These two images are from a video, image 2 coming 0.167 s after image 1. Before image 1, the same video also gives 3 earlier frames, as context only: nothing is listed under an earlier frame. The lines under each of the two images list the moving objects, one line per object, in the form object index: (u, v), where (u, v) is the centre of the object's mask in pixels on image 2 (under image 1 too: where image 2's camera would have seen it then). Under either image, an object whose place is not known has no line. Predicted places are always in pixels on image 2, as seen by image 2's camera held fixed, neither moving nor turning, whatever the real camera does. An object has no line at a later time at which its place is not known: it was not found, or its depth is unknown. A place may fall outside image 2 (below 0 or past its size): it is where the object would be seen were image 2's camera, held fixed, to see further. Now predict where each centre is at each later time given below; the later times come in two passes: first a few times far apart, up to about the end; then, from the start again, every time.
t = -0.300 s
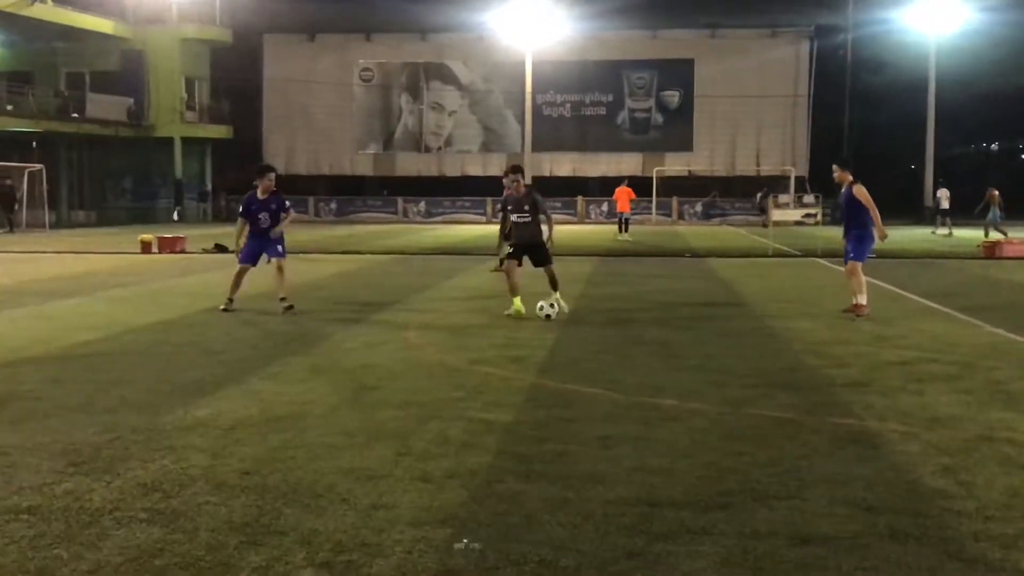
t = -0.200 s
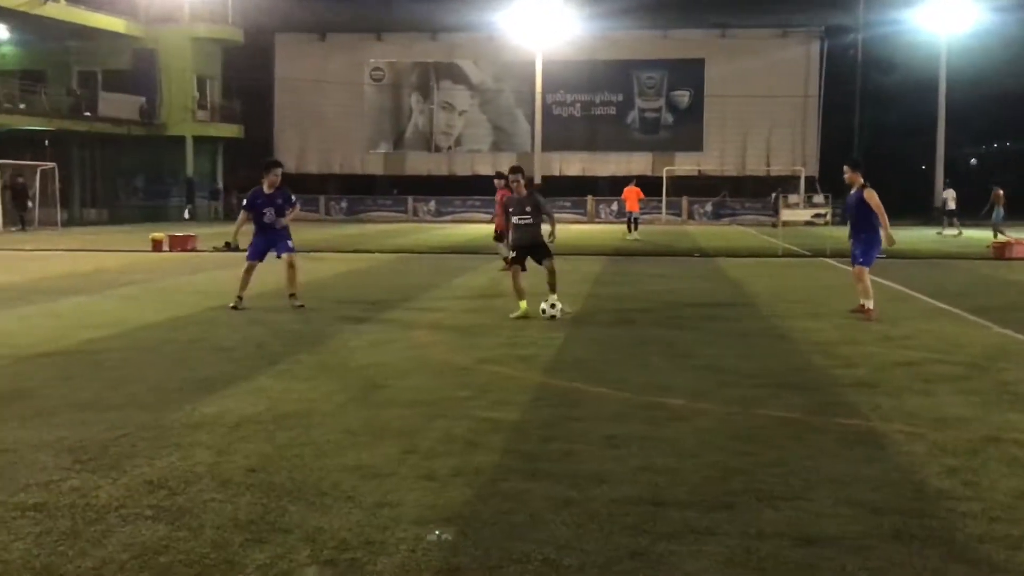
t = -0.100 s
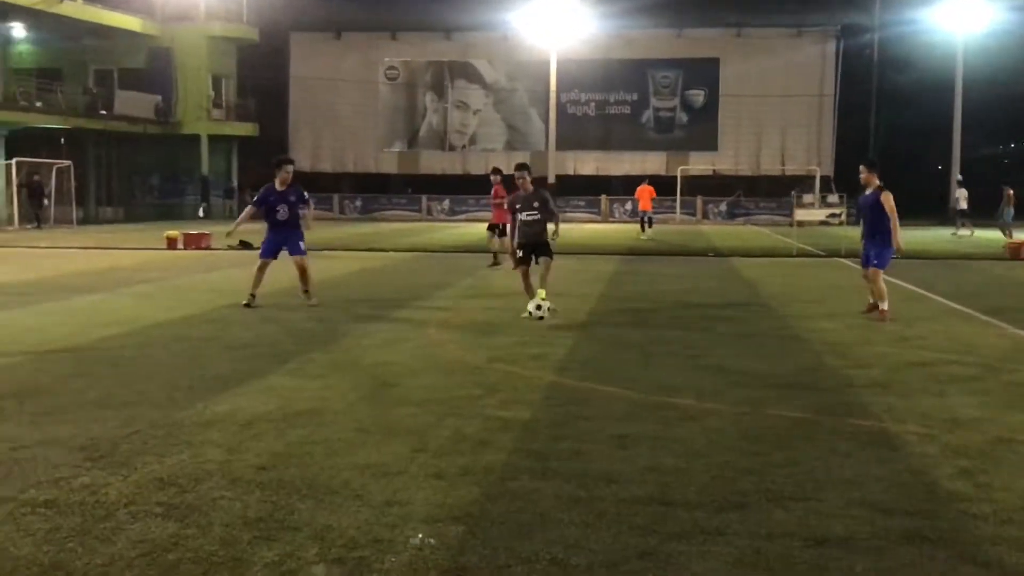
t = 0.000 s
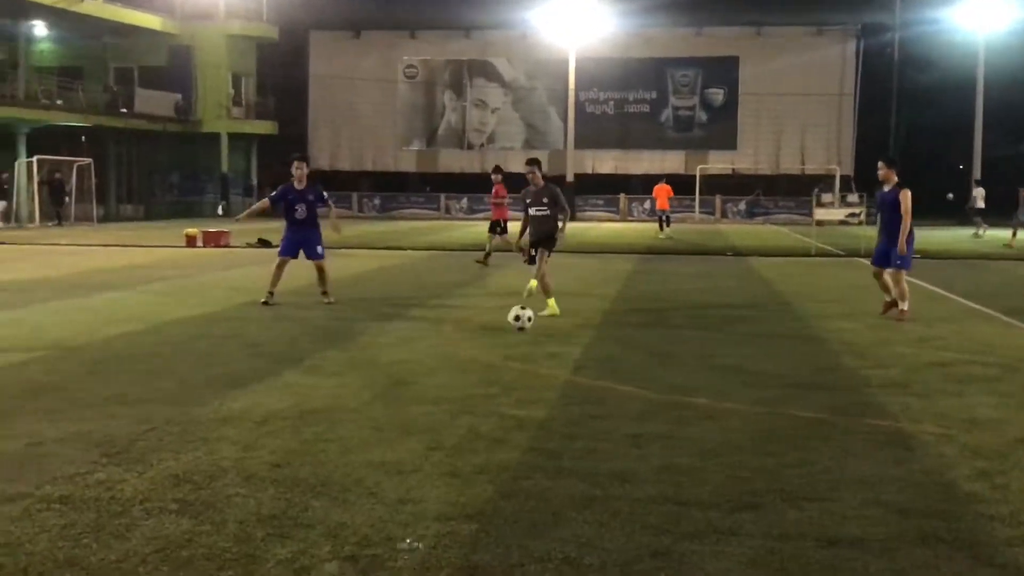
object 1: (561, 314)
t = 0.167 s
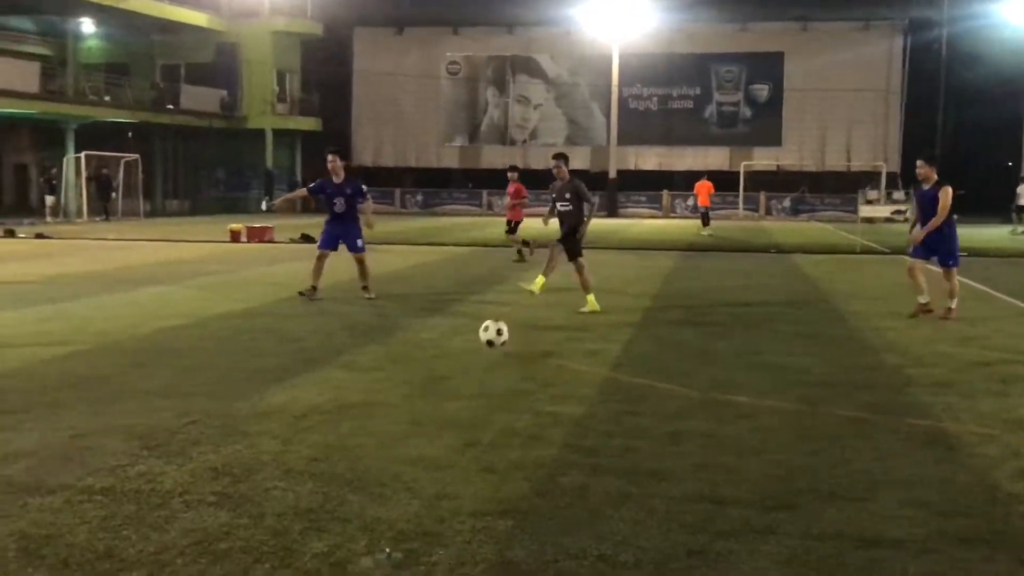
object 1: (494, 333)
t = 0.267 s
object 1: (449, 351)
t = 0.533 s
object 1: (313, 388)
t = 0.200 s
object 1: (479, 338)
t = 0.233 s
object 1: (465, 343)
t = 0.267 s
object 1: (449, 351)
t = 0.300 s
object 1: (433, 358)
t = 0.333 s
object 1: (418, 359)
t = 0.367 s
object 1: (402, 361)
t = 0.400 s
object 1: (385, 366)
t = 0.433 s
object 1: (368, 373)
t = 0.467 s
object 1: (349, 382)
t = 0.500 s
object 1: (332, 385)
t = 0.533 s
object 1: (313, 388)
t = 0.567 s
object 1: (294, 394)
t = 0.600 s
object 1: (274, 402)
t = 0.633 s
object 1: (253, 408)
